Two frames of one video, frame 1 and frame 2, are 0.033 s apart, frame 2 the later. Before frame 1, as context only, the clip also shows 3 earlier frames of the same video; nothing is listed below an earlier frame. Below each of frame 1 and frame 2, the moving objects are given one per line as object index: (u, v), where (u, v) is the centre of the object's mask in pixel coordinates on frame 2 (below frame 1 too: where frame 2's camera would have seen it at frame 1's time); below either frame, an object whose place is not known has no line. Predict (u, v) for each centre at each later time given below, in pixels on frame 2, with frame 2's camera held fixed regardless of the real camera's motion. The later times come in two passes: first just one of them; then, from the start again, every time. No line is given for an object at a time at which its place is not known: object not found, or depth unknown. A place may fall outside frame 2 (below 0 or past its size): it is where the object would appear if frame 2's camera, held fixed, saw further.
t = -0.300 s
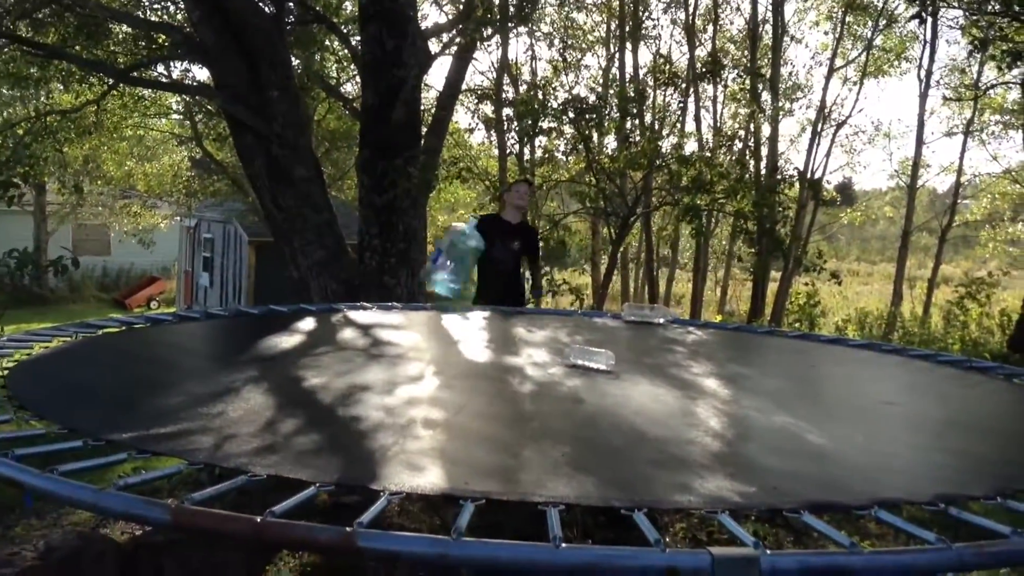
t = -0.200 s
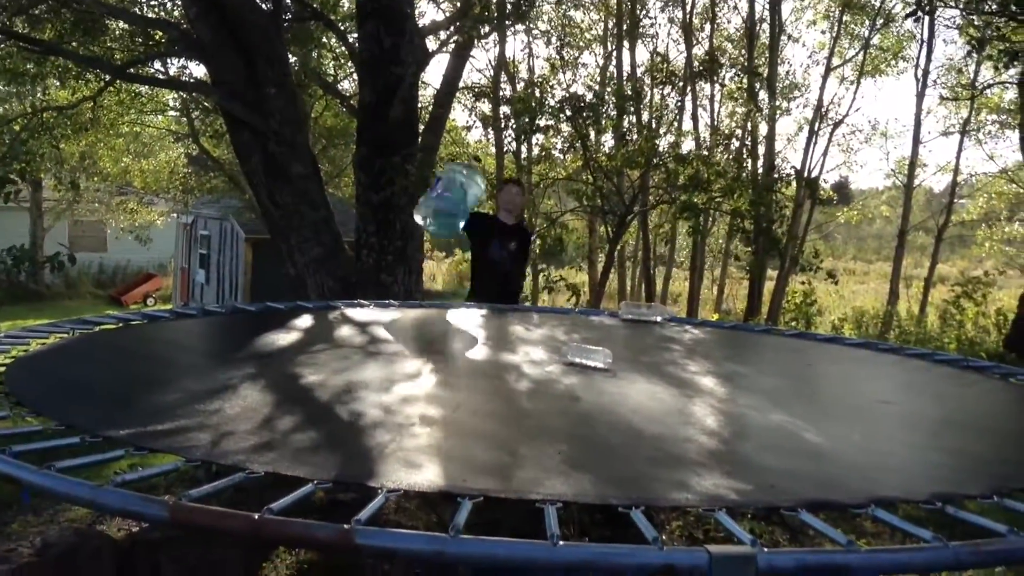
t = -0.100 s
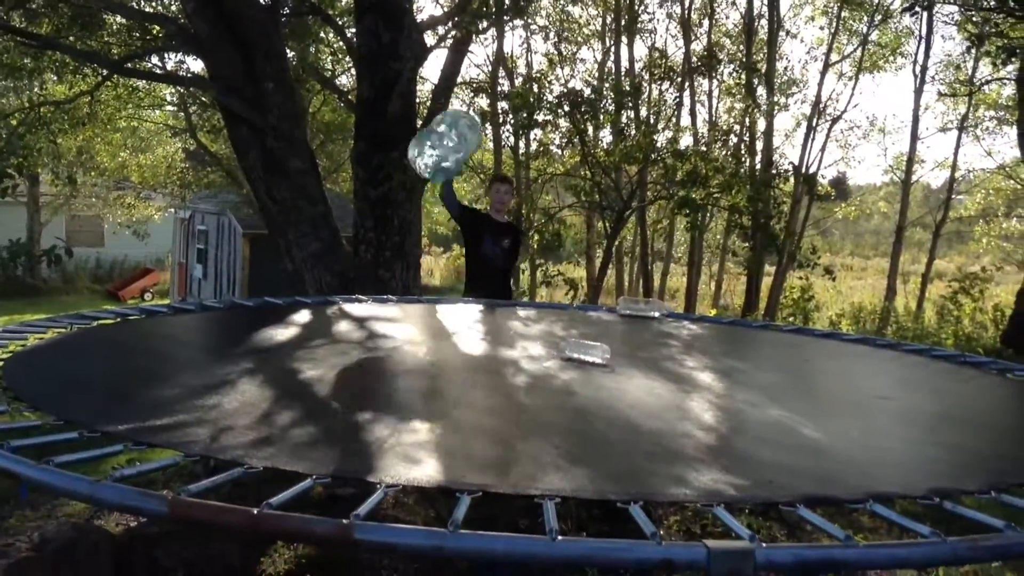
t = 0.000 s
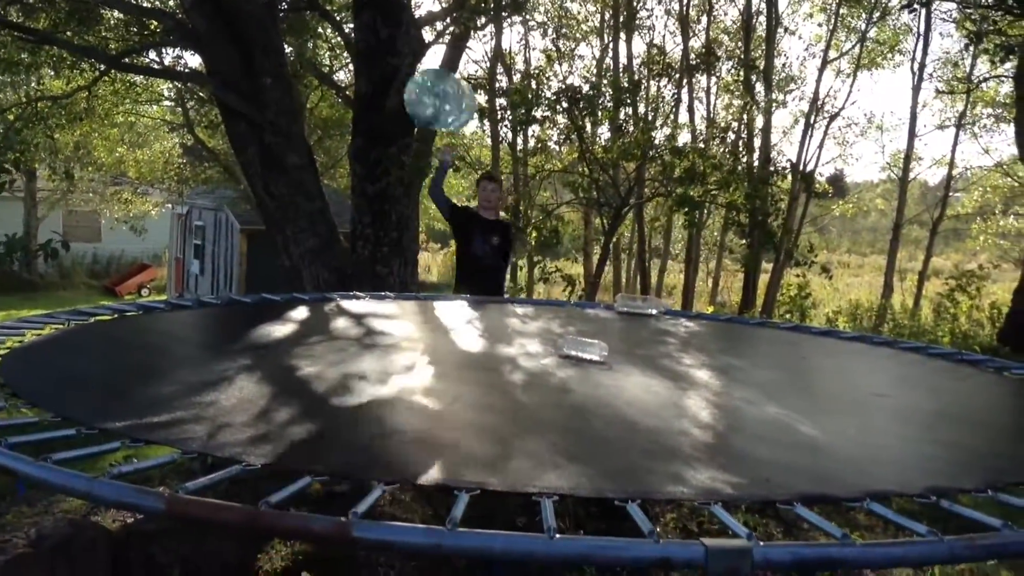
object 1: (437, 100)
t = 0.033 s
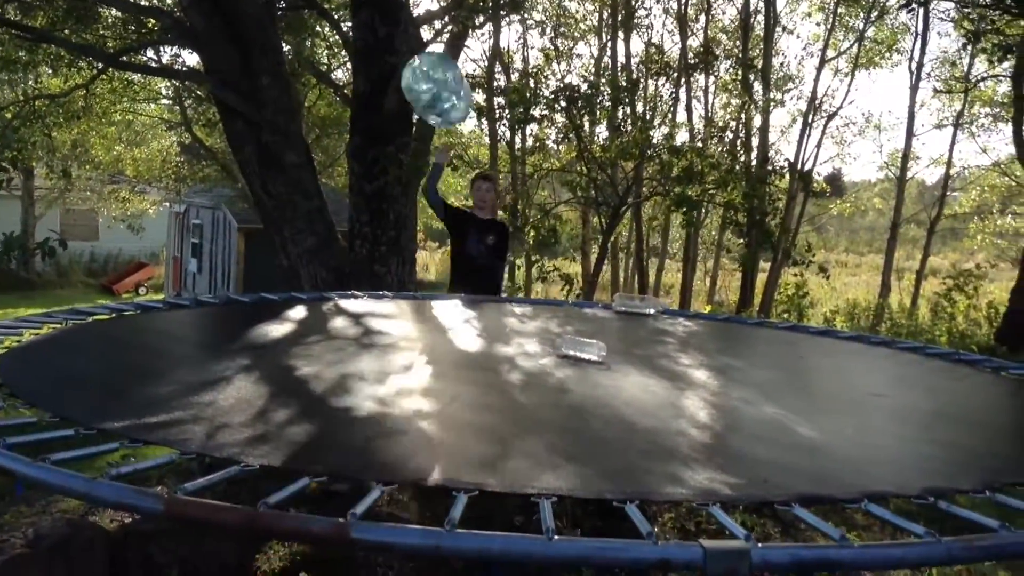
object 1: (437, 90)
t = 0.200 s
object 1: (429, 70)
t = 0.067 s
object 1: (435, 80)
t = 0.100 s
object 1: (435, 73)
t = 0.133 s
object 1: (435, 70)
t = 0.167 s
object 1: (432, 68)
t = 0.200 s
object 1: (429, 70)
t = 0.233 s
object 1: (426, 77)
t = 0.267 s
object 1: (423, 89)
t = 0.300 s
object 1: (419, 101)
